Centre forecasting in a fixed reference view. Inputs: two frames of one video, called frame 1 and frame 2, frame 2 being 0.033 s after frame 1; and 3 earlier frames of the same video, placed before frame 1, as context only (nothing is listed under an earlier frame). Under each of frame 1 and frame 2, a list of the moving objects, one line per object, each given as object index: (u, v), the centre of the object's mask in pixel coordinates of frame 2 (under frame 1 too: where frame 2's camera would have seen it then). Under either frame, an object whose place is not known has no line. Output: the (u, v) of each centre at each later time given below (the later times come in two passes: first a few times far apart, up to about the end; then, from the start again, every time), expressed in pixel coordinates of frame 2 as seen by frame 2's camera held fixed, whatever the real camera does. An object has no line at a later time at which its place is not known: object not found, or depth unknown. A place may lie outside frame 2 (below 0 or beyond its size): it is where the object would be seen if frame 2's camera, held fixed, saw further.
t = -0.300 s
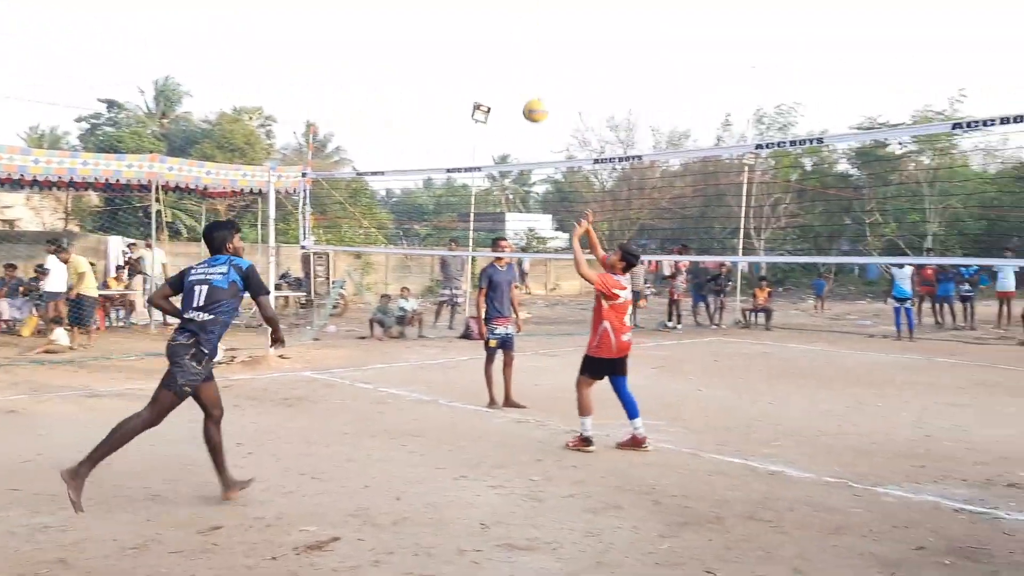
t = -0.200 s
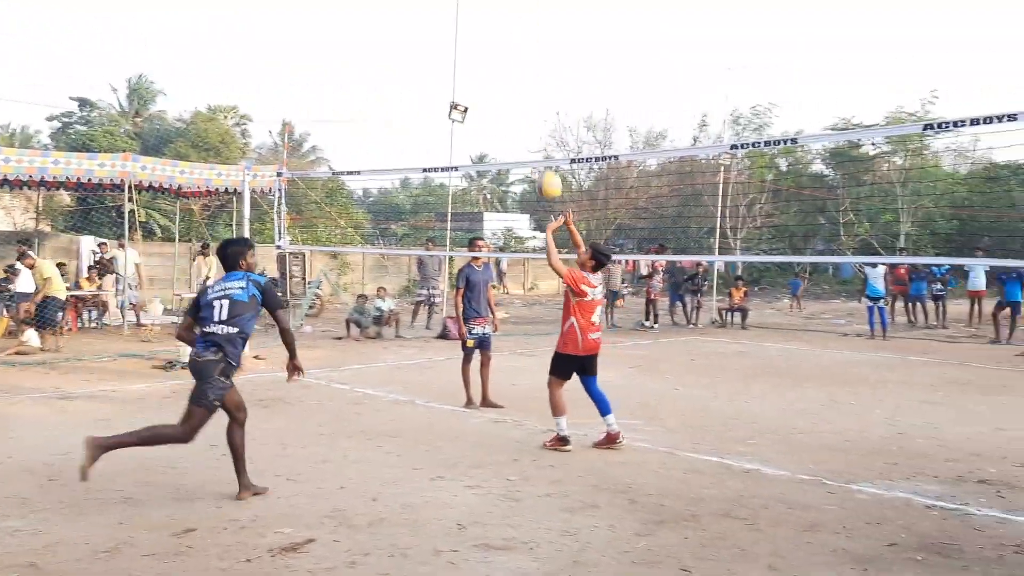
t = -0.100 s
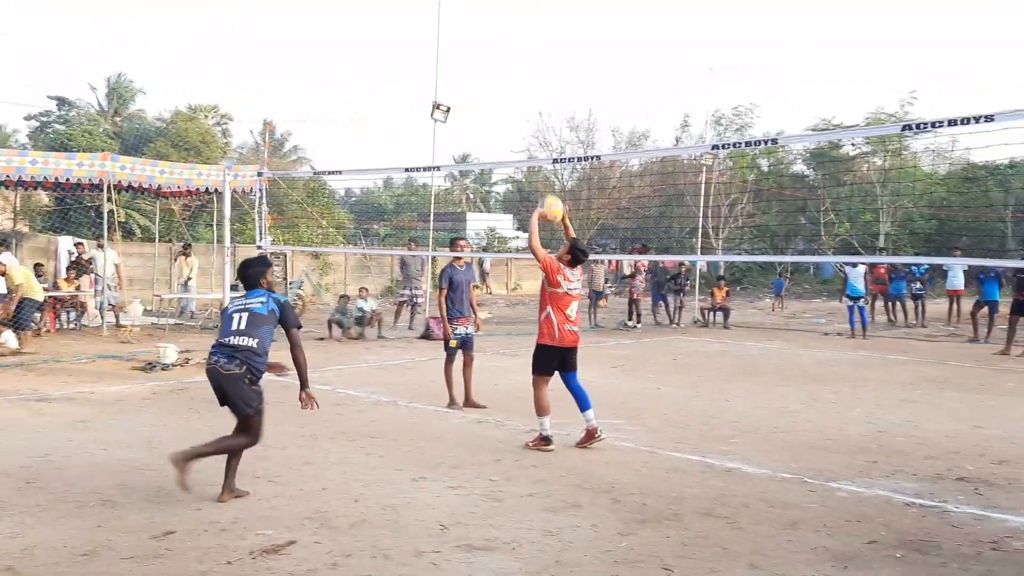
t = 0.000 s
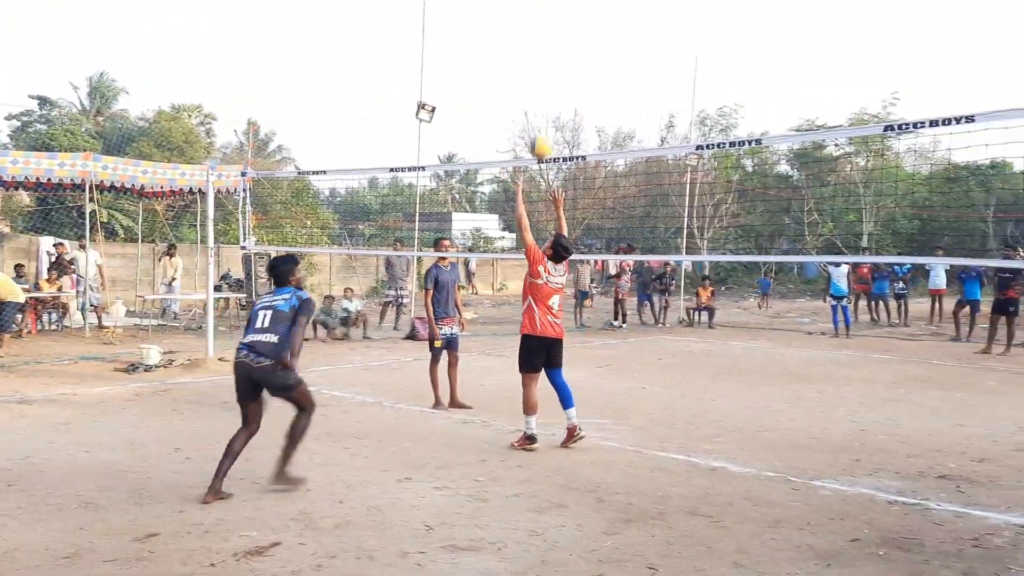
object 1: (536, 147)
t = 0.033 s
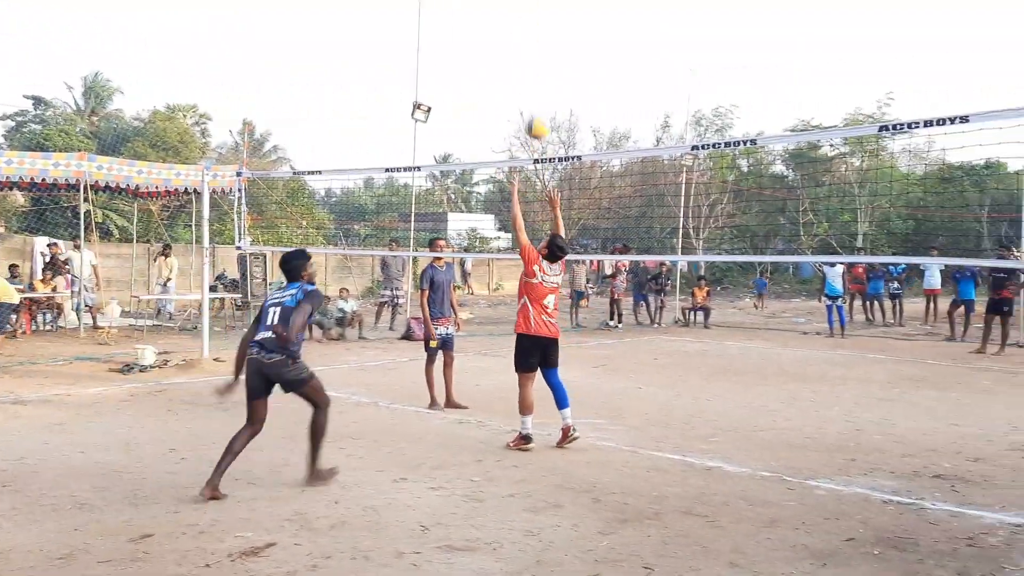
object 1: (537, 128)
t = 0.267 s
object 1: (546, 34)
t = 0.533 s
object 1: (554, 8)
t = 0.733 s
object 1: (560, 44)
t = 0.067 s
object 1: (538, 111)
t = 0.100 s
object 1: (539, 95)
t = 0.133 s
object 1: (541, 80)
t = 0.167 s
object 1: (542, 66)
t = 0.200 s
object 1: (543, 54)
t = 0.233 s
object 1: (545, 43)
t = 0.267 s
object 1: (546, 34)
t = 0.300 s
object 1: (547, 25)
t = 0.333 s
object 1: (548, 19)
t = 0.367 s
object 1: (549, 14)
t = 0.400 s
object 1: (550, 10)
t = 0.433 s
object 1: (551, 9)
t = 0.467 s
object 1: (552, 8)
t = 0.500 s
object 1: (554, 8)
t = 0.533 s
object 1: (554, 8)
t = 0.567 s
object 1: (556, 10)
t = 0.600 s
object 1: (557, 14)
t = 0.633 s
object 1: (557, 19)
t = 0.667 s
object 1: (558, 26)
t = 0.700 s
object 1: (560, 34)
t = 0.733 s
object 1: (560, 44)
